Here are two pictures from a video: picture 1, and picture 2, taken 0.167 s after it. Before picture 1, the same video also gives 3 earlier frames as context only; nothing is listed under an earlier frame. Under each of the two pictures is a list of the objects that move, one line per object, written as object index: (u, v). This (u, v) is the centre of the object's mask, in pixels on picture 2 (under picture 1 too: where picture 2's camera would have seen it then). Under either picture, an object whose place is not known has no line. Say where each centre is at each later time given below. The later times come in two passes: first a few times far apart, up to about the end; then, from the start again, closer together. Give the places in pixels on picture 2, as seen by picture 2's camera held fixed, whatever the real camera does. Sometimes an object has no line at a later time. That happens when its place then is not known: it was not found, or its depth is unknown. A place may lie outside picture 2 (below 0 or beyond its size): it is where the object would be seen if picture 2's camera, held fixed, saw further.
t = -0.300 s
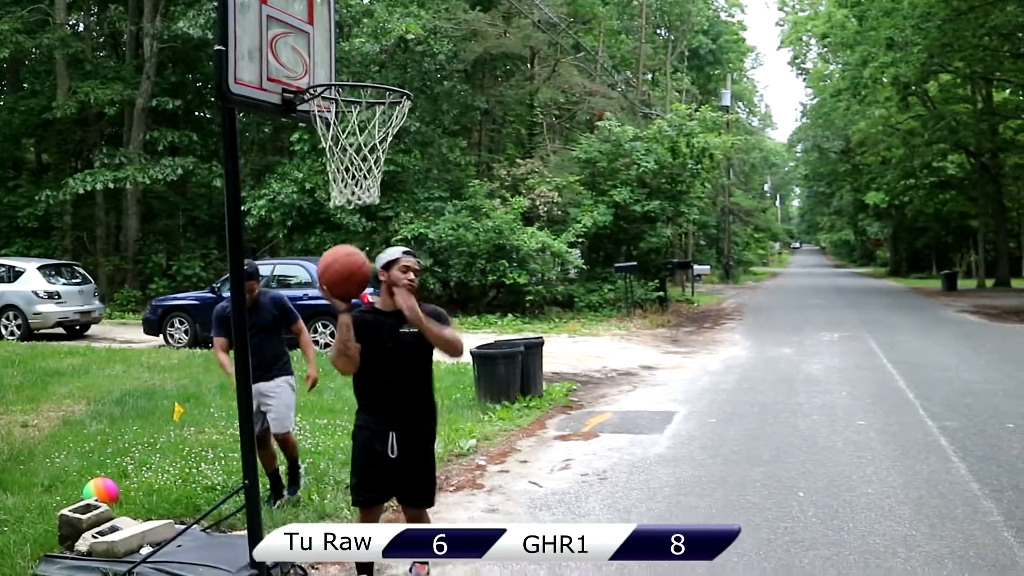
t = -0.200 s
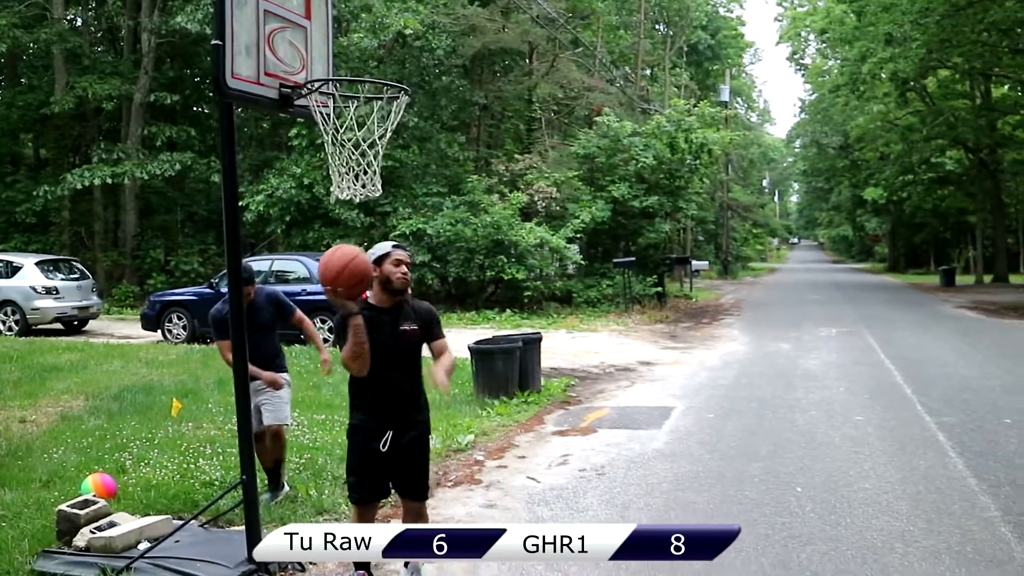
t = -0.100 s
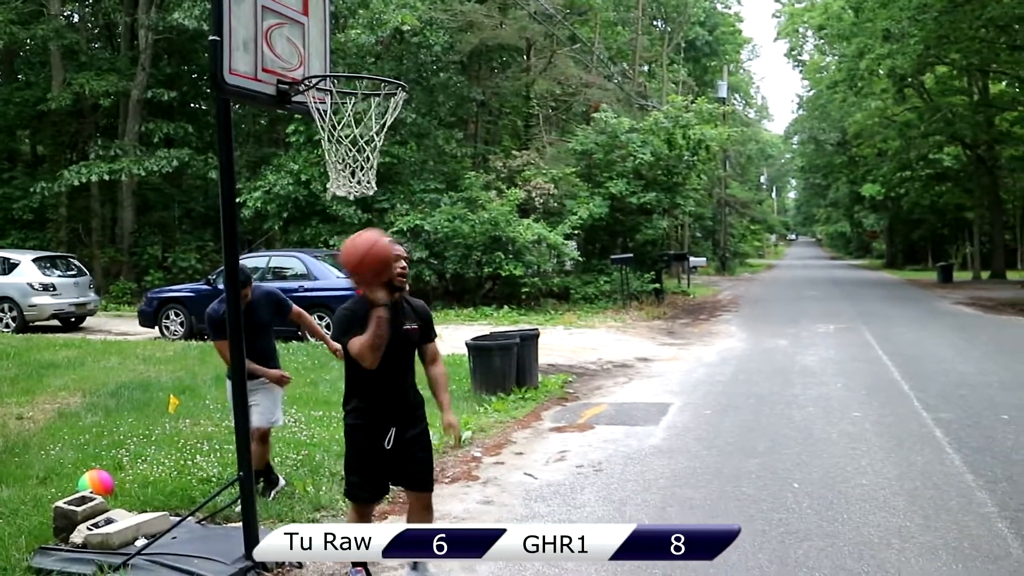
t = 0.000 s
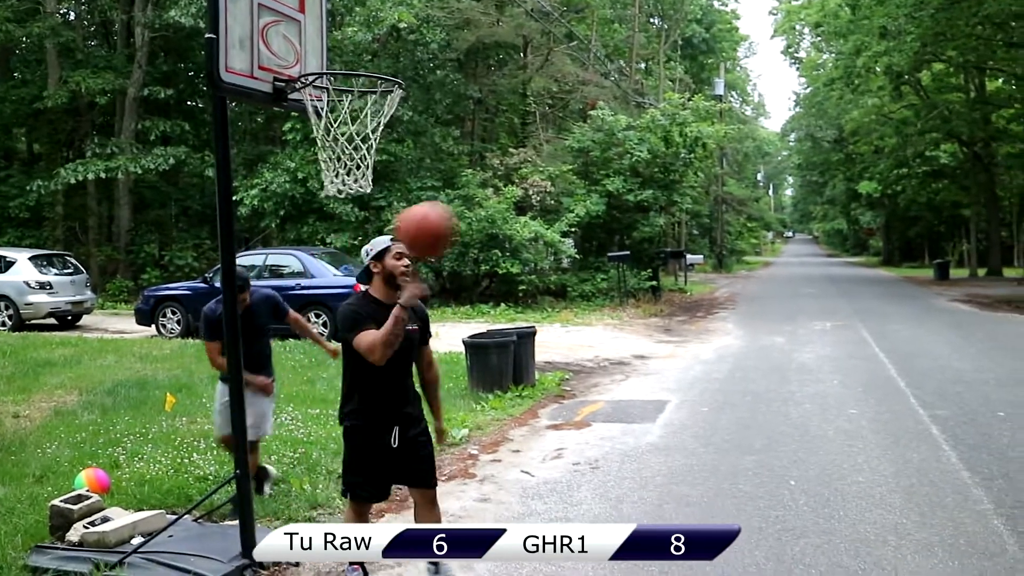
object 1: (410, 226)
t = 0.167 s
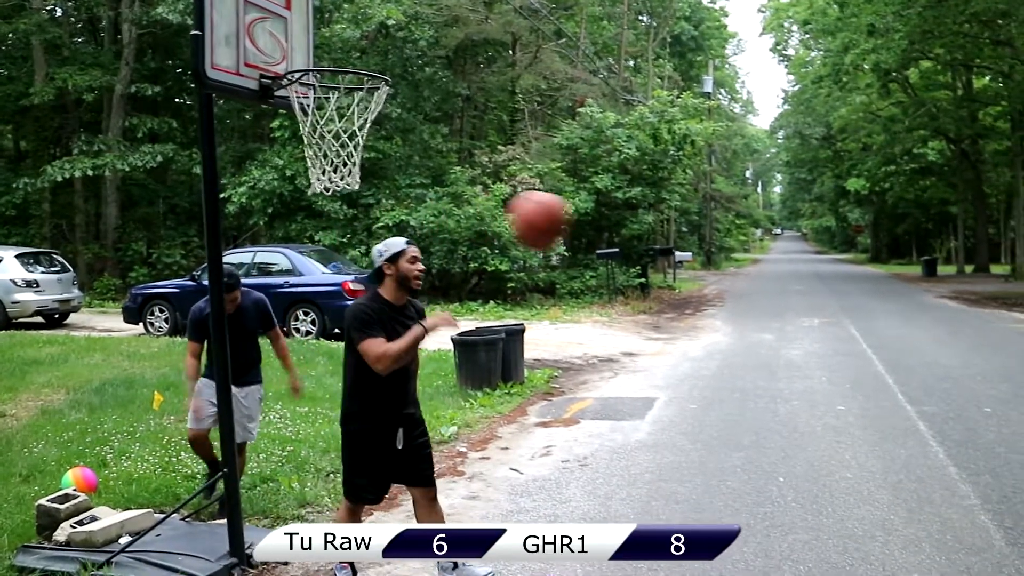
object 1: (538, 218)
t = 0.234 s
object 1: (593, 236)
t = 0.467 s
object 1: (774, 373)
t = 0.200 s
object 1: (567, 226)
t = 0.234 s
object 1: (593, 236)
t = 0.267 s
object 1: (618, 247)
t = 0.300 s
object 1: (646, 263)
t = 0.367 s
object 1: (697, 299)
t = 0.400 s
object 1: (724, 321)
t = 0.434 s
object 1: (751, 348)
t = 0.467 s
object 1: (774, 373)
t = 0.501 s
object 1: (803, 406)
